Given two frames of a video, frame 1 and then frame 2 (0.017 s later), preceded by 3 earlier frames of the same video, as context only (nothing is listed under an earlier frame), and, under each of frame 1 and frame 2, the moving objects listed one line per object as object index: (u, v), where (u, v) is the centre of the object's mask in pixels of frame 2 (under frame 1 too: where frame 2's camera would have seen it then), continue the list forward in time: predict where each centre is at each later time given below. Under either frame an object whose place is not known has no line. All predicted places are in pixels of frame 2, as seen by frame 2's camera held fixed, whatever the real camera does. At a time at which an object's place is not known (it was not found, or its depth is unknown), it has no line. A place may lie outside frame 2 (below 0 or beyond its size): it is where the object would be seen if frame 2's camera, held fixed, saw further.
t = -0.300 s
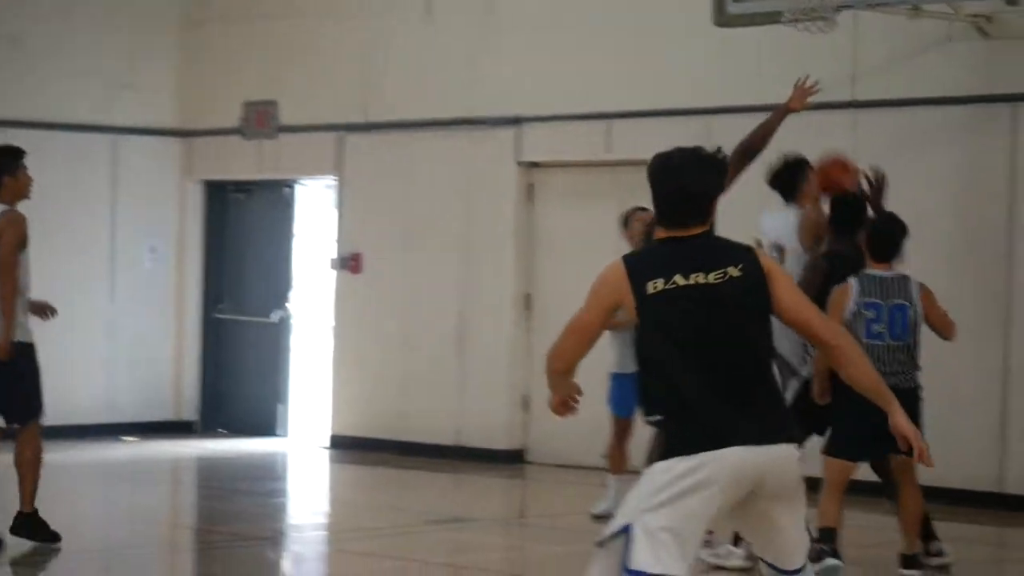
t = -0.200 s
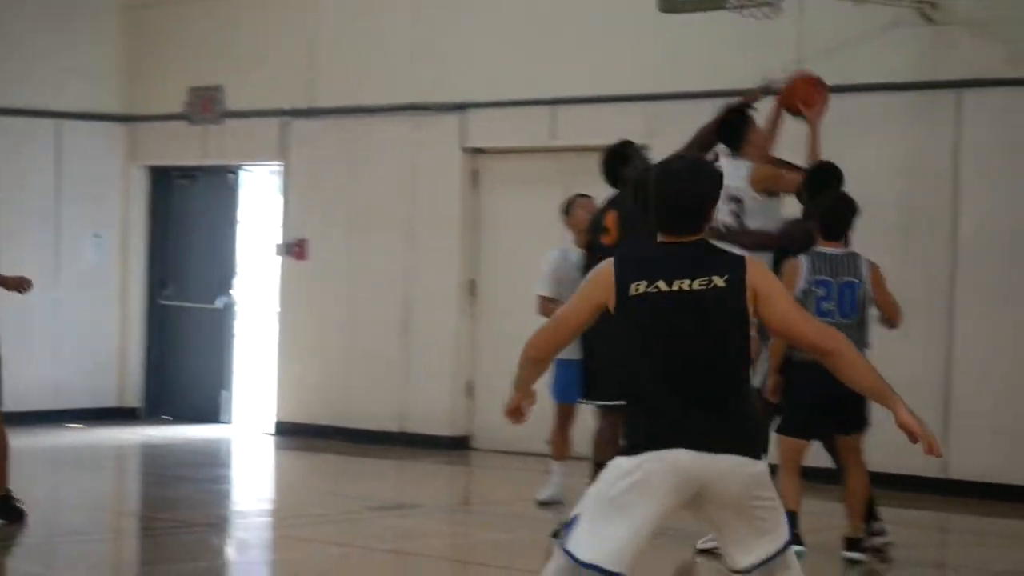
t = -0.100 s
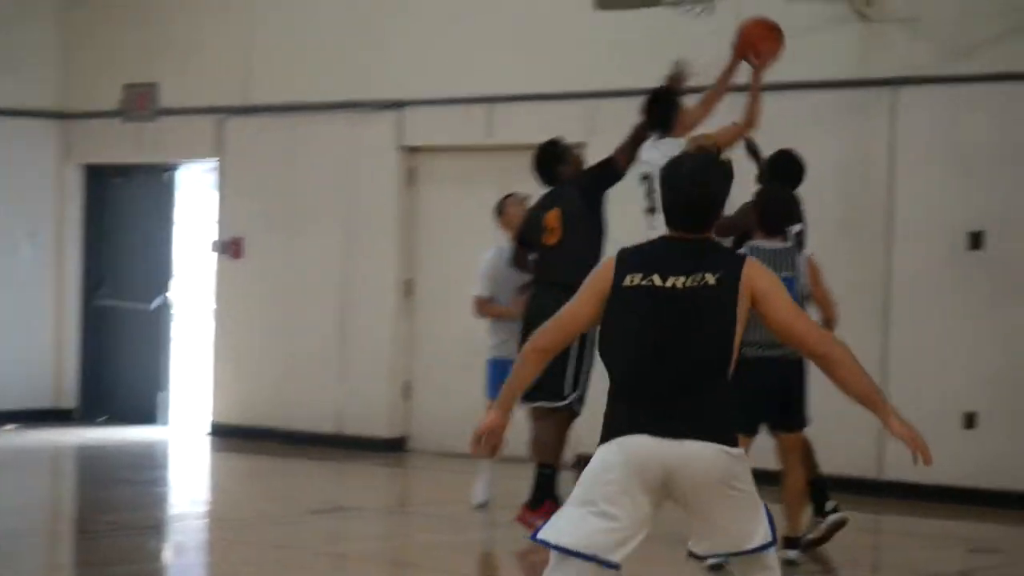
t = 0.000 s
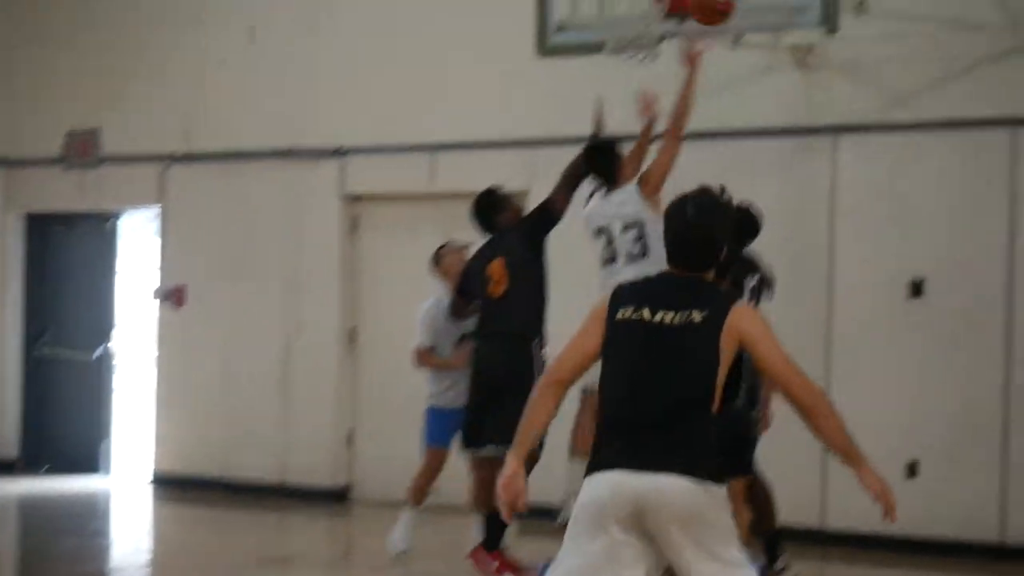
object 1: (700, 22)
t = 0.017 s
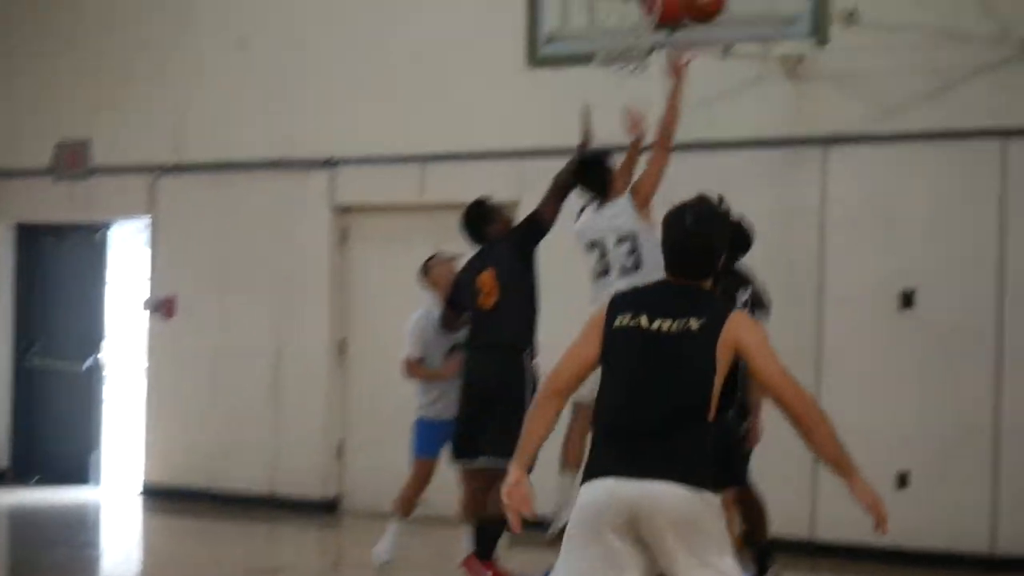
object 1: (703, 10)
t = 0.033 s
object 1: (704, -2)
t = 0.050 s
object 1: (703, -14)
